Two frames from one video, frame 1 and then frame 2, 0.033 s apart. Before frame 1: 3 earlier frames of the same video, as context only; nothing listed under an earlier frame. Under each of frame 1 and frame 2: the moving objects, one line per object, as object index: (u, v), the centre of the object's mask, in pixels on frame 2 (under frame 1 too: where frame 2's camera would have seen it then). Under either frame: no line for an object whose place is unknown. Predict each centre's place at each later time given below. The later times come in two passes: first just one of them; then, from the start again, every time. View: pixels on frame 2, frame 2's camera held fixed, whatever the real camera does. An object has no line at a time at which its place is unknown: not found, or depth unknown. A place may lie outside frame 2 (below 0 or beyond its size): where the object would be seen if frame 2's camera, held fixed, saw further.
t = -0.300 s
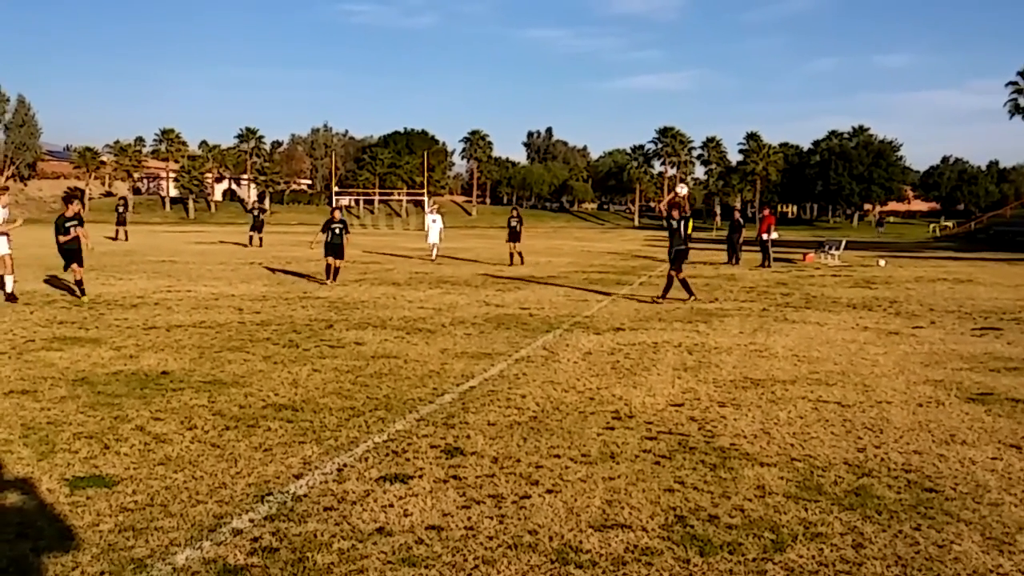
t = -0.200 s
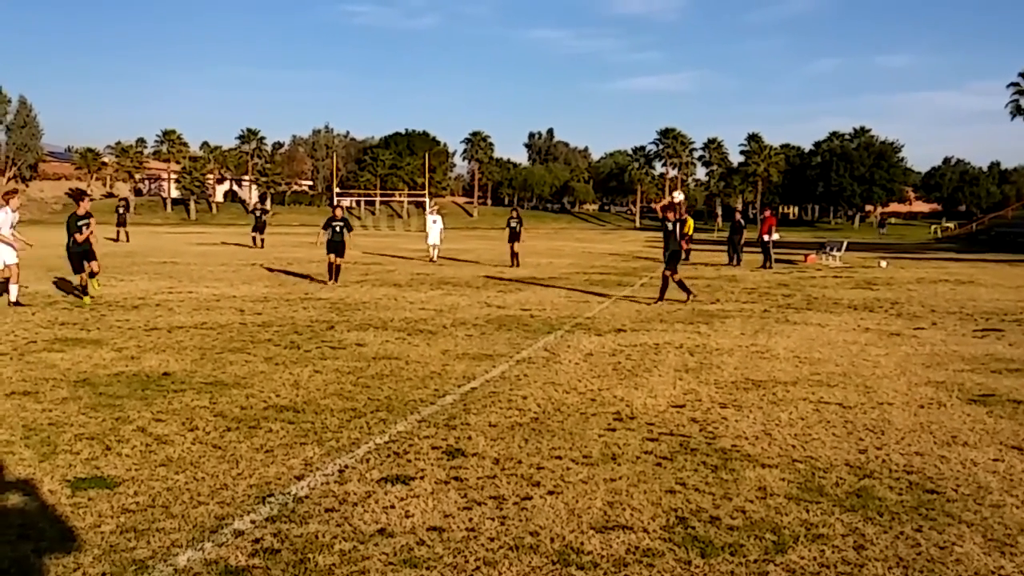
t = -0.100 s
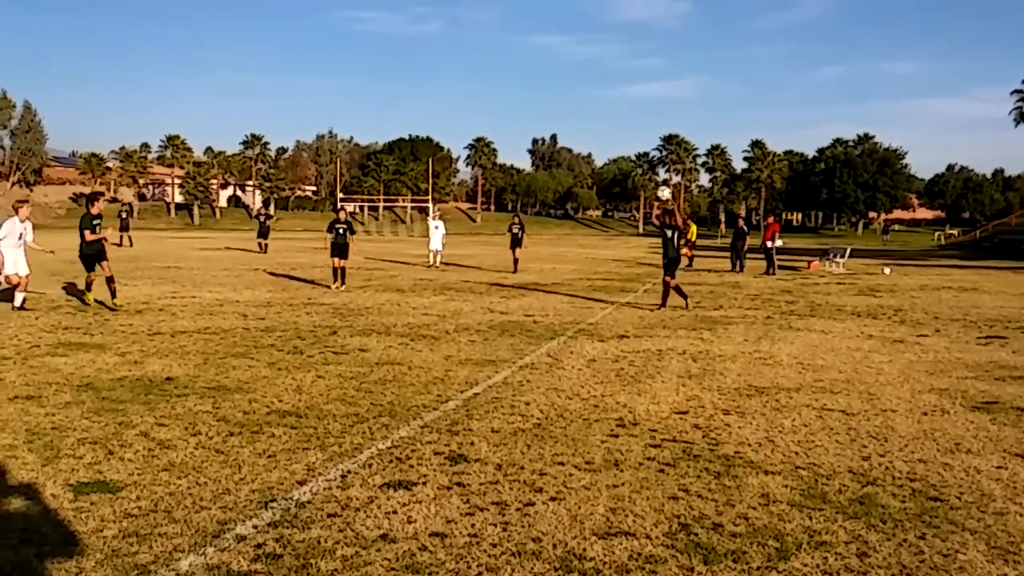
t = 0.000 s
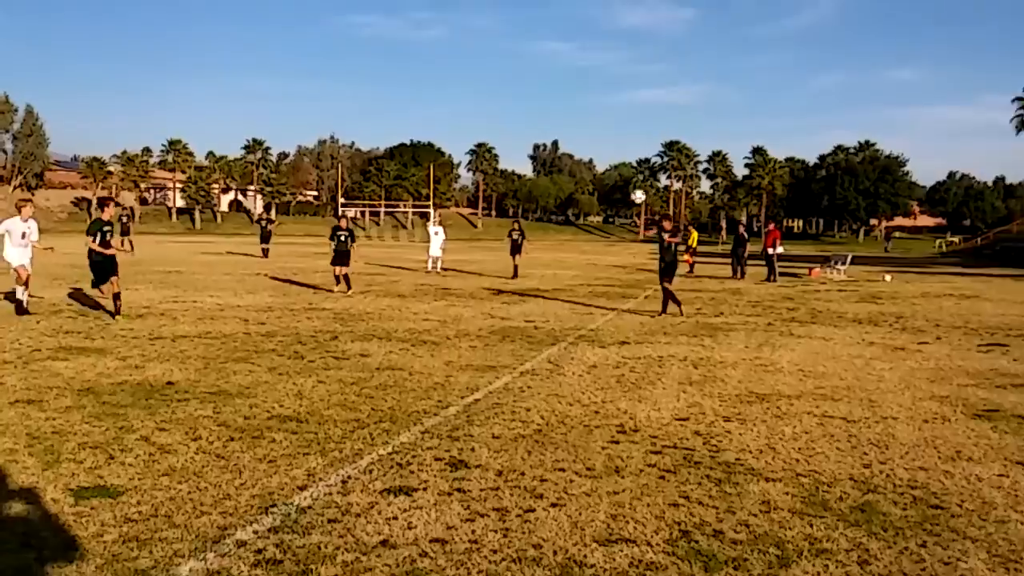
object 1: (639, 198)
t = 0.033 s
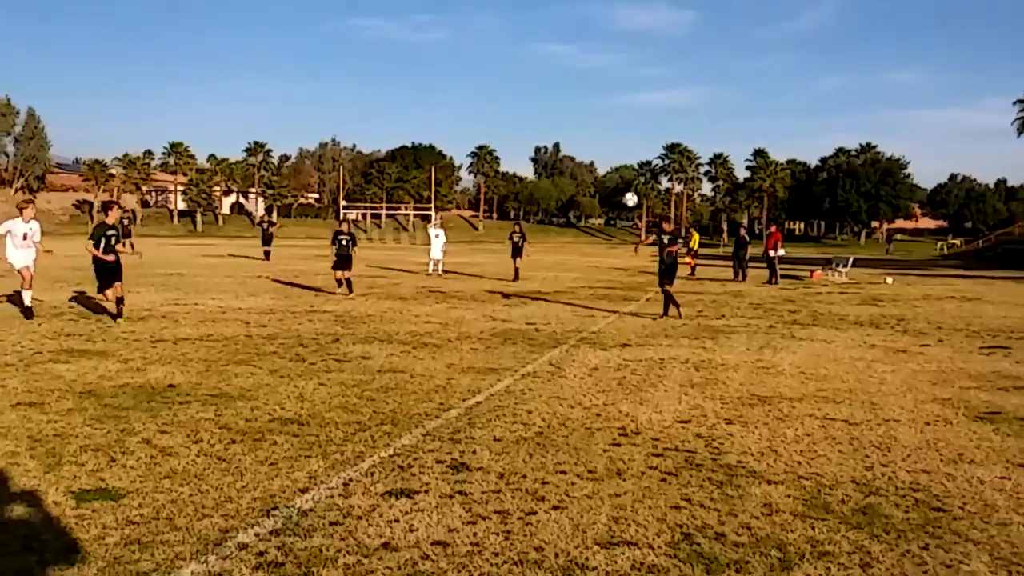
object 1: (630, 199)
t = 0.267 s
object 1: (563, 226)
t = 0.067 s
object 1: (621, 201)
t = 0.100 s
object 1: (612, 203)
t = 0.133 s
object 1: (603, 207)
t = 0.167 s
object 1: (593, 210)
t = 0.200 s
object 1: (583, 215)
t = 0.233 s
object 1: (573, 221)
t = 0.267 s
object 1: (563, 226)
